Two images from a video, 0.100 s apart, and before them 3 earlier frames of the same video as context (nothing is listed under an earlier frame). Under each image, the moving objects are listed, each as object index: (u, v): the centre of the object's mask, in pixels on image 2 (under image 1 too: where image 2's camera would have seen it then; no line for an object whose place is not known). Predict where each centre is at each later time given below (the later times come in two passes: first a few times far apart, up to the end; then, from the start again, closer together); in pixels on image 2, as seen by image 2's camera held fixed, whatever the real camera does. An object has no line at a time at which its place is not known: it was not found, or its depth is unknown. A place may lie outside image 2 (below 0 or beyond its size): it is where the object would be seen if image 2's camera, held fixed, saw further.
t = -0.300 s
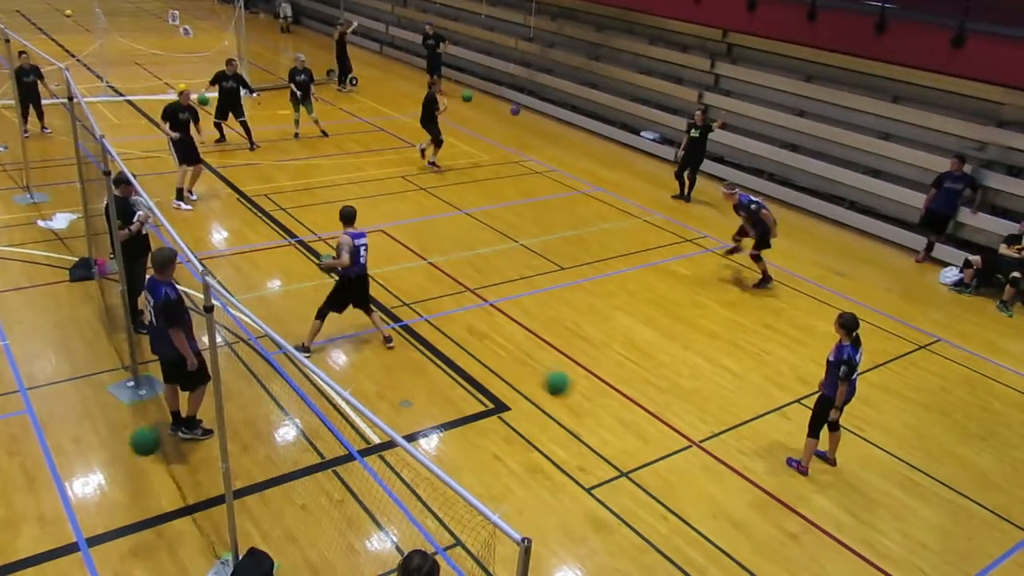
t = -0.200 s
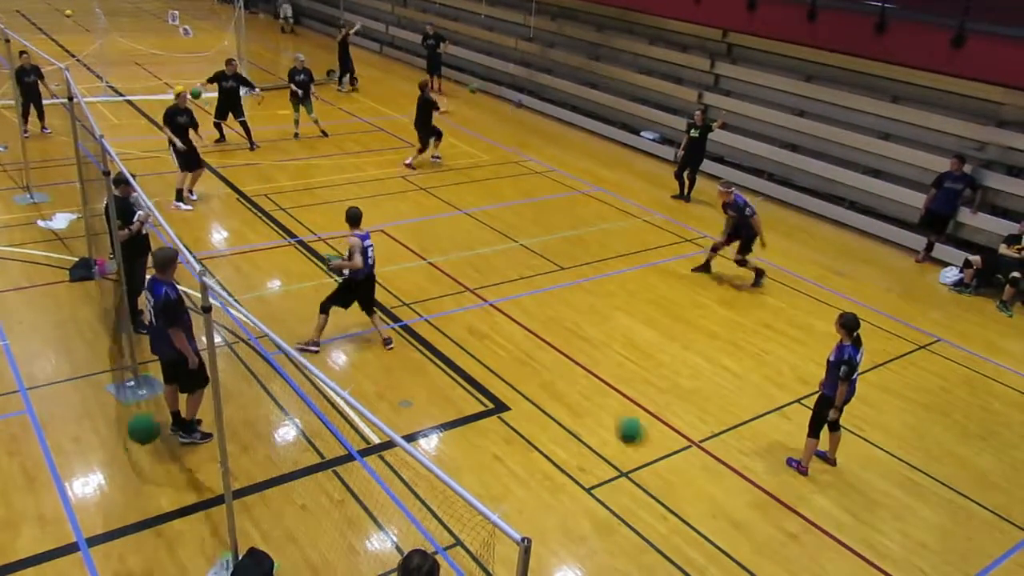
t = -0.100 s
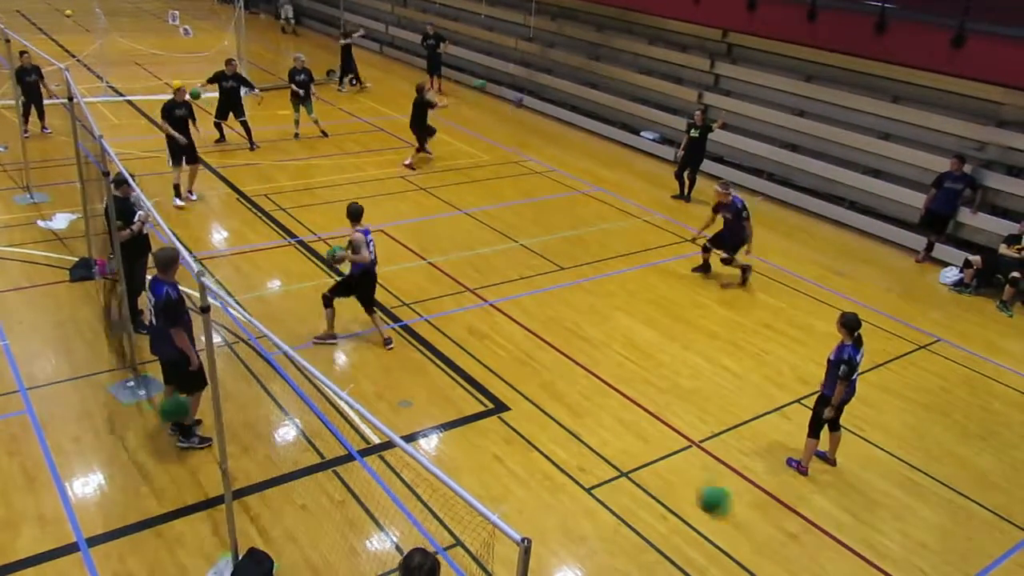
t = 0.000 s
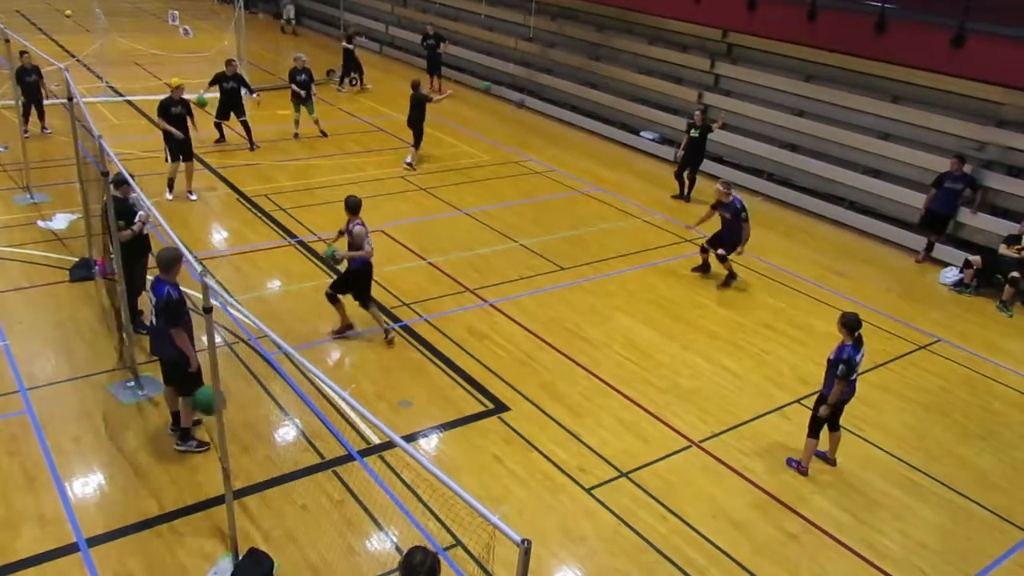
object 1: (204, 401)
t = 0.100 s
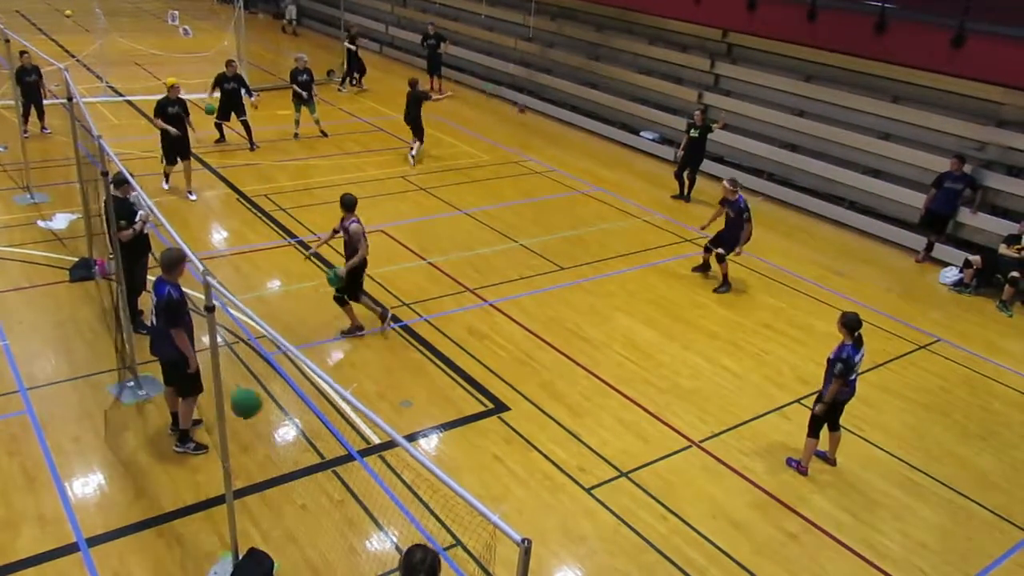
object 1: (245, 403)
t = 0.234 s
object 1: (295, 426)
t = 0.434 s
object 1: (363, 494)
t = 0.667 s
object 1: (422, 518)
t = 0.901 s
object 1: (468, 472)
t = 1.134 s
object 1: (511, 486)
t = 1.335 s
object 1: (541, 539)
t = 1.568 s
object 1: (582, 532)
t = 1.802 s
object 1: (622, 524)
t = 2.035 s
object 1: (653, 565)
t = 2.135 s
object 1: (668, 564)
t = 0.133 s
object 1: (259, 408)
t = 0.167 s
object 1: (271, 412)
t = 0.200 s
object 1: (283, 419)
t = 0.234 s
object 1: (295, 426)
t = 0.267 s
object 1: (306, 435)
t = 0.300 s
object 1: (318, 446)
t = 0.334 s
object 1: (330, 456)
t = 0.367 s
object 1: (341, 468)
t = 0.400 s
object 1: (352, 480)
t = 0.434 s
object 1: (363, 494)
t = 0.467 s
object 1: (374, 509)
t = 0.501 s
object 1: (385, 526)
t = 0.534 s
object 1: (393, 542)
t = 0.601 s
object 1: (404, 537)
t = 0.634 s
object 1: (415, 526)
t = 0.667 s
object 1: (422, 518)
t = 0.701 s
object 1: (429, 508)
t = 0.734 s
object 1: (435, 500)
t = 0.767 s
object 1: (441, 493)
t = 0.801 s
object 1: (447, 487)
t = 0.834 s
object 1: (456, 478)
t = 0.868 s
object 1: (463, 474)
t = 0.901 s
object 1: (468, 472)
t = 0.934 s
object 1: (475, 471)
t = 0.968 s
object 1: (481, 470)
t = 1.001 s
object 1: (488, 471)
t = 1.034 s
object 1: (494, 473)
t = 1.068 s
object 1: (499, 476)
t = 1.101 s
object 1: (505, 480)
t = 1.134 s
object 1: (511, 486)
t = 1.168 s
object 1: (516, 492)
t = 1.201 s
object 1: (522, 500)
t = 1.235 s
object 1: (526, 508)
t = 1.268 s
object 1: (531, 518)
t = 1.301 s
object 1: (536, 527)
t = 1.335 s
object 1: (541, 539)
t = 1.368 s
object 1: (545, 552)
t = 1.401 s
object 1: (549, 563)
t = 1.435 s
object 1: (556, 560)
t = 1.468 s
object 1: (562, 551)
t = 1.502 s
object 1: (569, 543)
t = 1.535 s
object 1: (575, 537)
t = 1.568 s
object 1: (582, 532)
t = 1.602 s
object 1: (588, 527)
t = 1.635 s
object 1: (594, 524)
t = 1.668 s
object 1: (601, 522)
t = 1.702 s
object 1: (605, 521)
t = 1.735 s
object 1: (612, 521)
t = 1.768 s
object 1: (617, 522)
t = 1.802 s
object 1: (622, 524)
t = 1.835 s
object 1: (627, 527)
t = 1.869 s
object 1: (632, 531)
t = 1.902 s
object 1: (636, 537)
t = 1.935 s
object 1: (641, 544)
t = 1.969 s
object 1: (645, 551)
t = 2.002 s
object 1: (649, 560)
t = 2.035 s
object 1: (653, 565)
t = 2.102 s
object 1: (662, 567)
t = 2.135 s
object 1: (668, 564)
